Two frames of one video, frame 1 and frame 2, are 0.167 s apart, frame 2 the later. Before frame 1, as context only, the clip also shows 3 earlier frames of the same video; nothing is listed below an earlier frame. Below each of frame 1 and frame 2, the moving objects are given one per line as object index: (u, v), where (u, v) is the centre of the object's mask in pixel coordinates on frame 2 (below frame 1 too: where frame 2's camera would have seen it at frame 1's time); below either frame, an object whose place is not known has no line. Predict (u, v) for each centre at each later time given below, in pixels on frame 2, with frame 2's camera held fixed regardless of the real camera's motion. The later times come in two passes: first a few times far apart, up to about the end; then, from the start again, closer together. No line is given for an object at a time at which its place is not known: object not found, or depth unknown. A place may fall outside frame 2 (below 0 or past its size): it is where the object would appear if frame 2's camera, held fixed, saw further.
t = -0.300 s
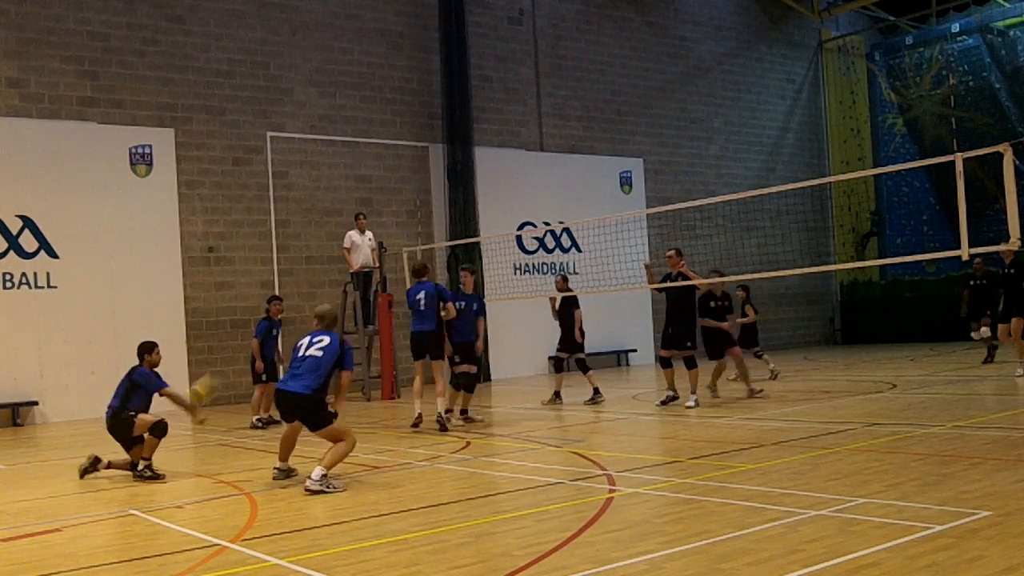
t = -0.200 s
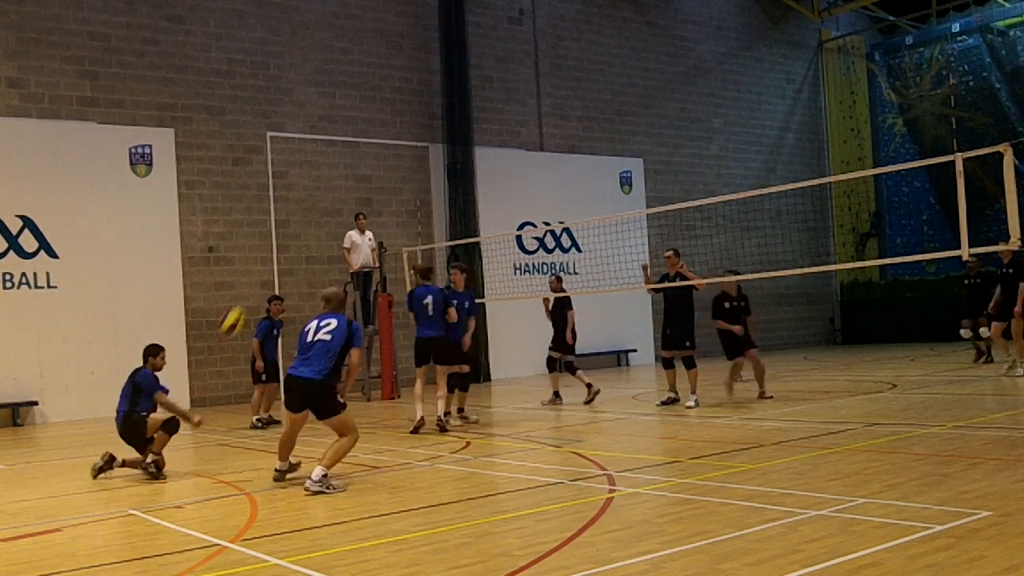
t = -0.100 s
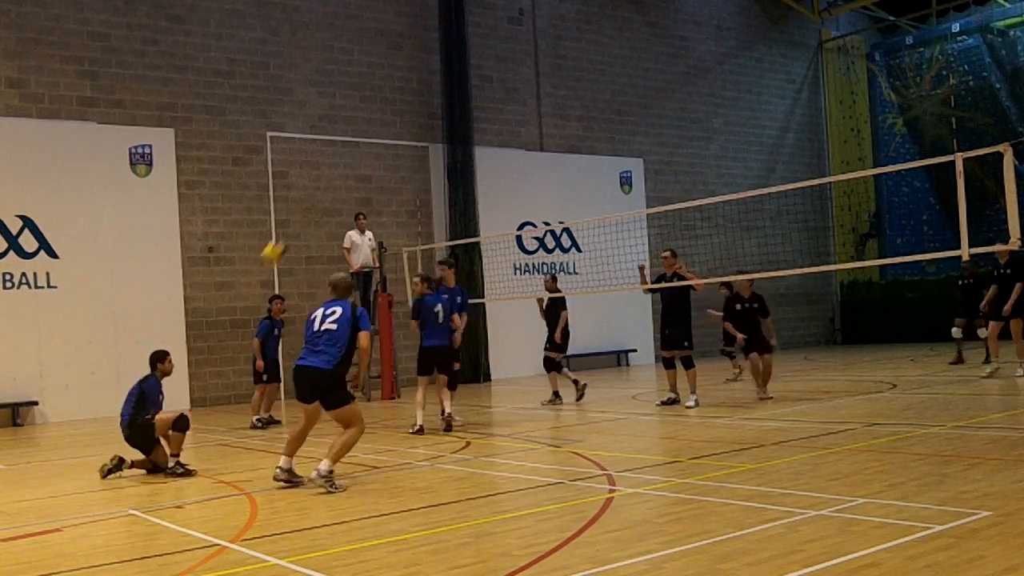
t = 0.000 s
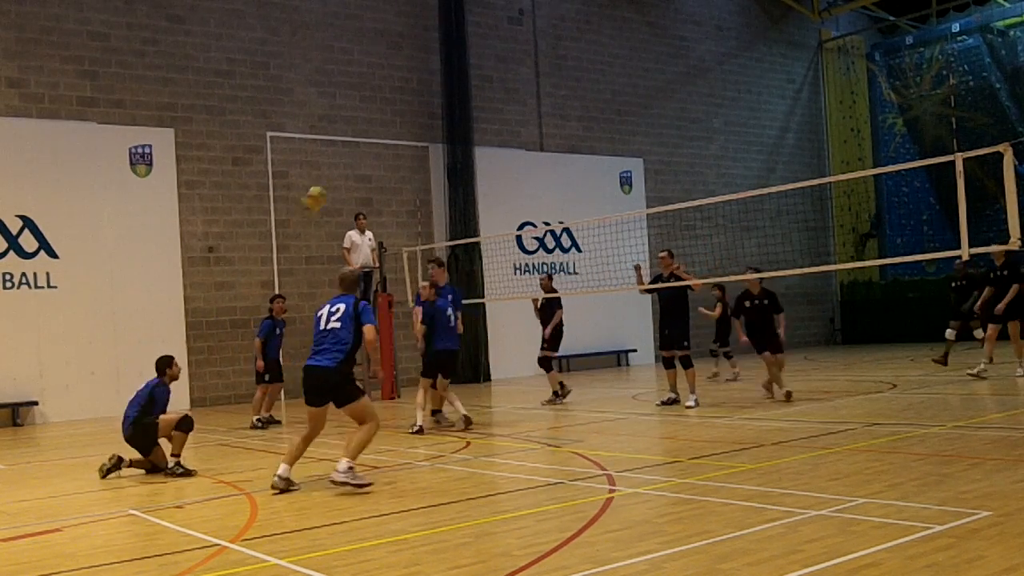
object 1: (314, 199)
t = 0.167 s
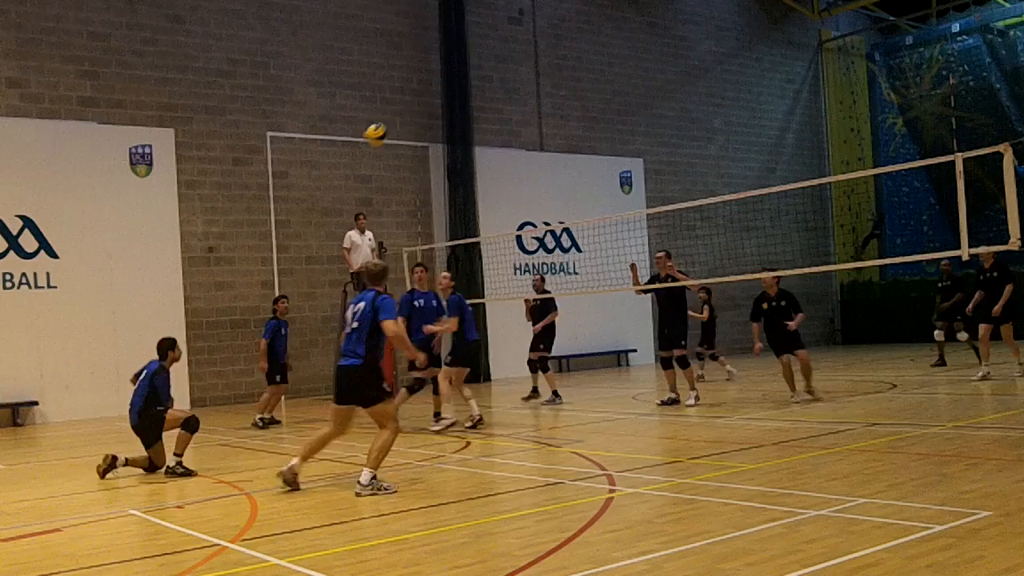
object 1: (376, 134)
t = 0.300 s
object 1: (422, 105)
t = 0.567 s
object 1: (507, 96)
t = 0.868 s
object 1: (596, 156)
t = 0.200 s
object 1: (387, 126)
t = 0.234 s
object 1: (399, 118)
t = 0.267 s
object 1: (410, 111)
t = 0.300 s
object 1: (422, 105)
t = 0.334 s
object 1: (434, 101)
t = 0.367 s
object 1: (445, 97)
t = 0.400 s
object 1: (455, 94)
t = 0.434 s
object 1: (465, 93)
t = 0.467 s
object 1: (475, 93)
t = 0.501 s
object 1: (487, 93)
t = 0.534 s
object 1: (498, 93)
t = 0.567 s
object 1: (507, 96)
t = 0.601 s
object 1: (518, 99)
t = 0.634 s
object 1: (528, 104)
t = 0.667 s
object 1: (538, 109)
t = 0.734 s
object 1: (556, 121)
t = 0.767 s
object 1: (567, 129)
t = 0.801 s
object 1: (577, 138)
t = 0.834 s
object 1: (586, 145)
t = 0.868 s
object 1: (596, 156)
